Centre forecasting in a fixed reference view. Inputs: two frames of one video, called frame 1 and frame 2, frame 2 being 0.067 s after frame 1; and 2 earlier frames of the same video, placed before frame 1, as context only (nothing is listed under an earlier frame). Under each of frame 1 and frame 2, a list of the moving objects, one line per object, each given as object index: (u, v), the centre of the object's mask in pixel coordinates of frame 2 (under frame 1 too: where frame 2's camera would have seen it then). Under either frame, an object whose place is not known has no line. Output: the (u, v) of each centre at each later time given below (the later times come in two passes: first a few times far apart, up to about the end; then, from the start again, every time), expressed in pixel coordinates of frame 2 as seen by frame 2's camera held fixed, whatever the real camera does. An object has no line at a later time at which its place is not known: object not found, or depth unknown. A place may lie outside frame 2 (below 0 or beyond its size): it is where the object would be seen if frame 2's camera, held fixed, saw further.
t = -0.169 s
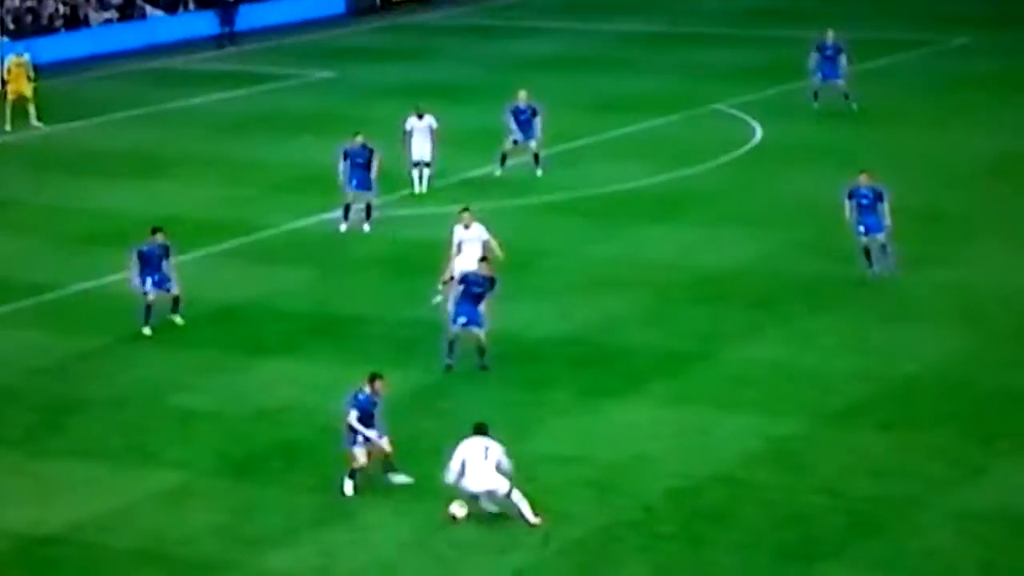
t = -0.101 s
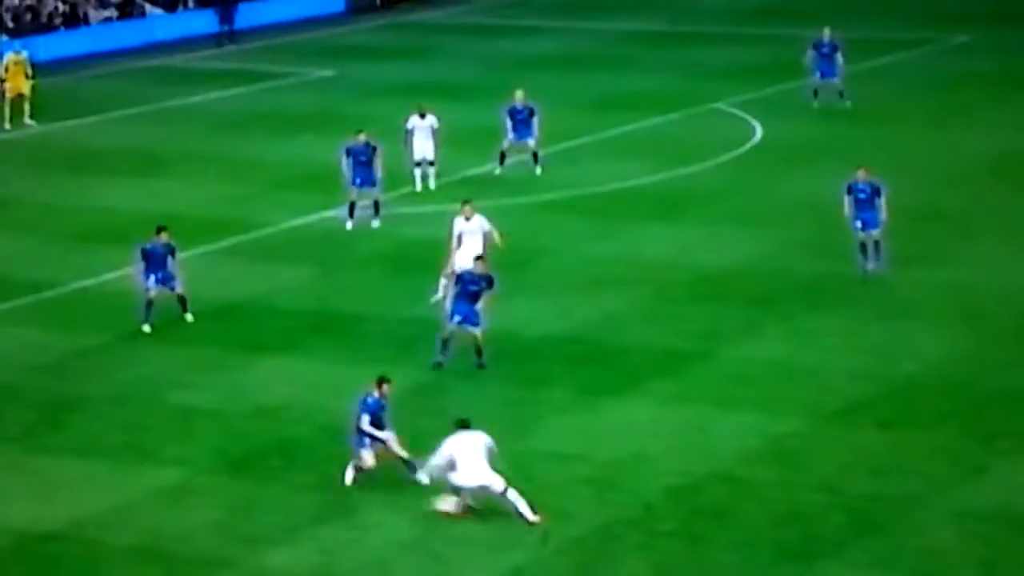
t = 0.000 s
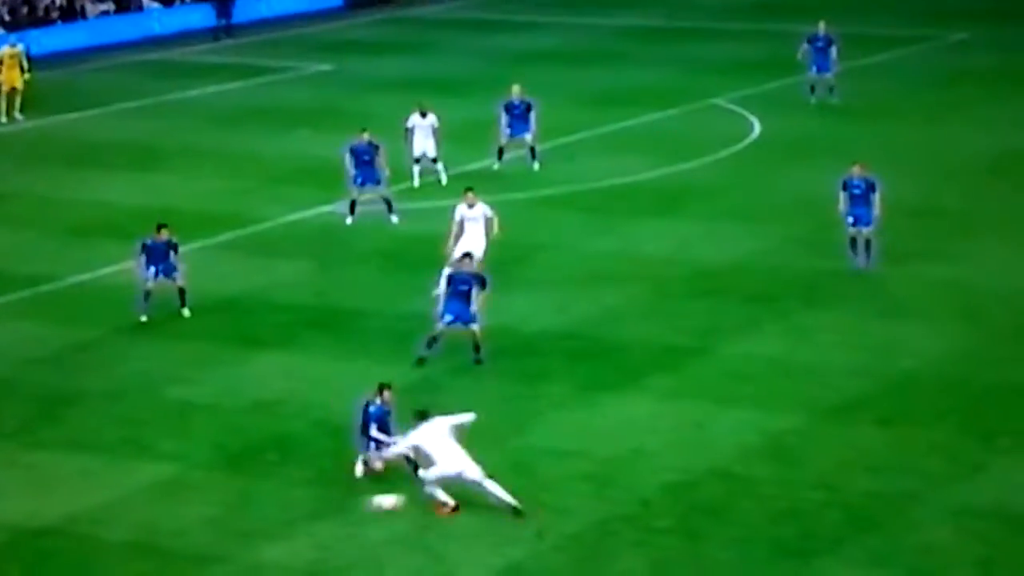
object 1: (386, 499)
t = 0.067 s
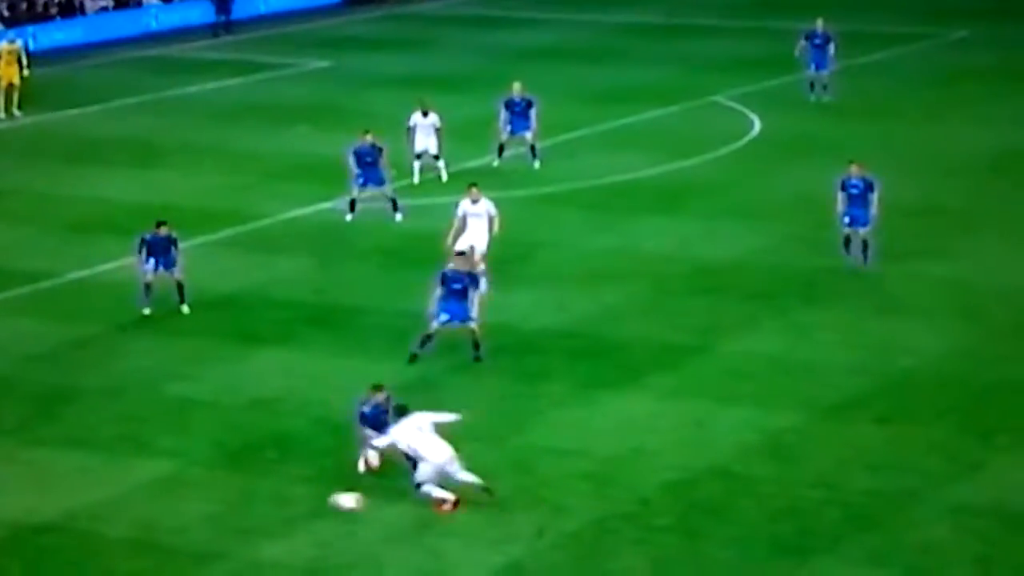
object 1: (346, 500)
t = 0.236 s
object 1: (263, 501)
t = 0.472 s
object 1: (163, 502)
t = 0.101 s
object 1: (329, 500)
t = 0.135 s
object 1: (313, 501)
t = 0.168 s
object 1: (293, 501)
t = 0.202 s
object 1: (277, 503)
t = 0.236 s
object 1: (263, 501)
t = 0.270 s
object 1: (246, 500)
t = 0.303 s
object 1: (231, 502)
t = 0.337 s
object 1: (217, 502)
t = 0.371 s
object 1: (202, 503)
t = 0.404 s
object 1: (189, 502)
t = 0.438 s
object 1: (175, 502)
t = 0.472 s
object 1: (163, 502)
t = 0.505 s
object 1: (152, 503)
